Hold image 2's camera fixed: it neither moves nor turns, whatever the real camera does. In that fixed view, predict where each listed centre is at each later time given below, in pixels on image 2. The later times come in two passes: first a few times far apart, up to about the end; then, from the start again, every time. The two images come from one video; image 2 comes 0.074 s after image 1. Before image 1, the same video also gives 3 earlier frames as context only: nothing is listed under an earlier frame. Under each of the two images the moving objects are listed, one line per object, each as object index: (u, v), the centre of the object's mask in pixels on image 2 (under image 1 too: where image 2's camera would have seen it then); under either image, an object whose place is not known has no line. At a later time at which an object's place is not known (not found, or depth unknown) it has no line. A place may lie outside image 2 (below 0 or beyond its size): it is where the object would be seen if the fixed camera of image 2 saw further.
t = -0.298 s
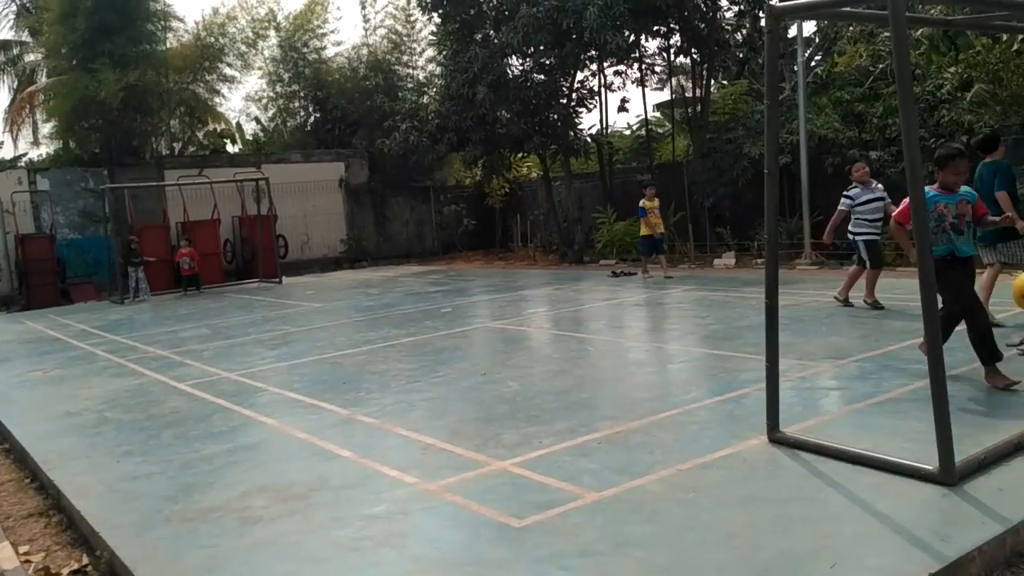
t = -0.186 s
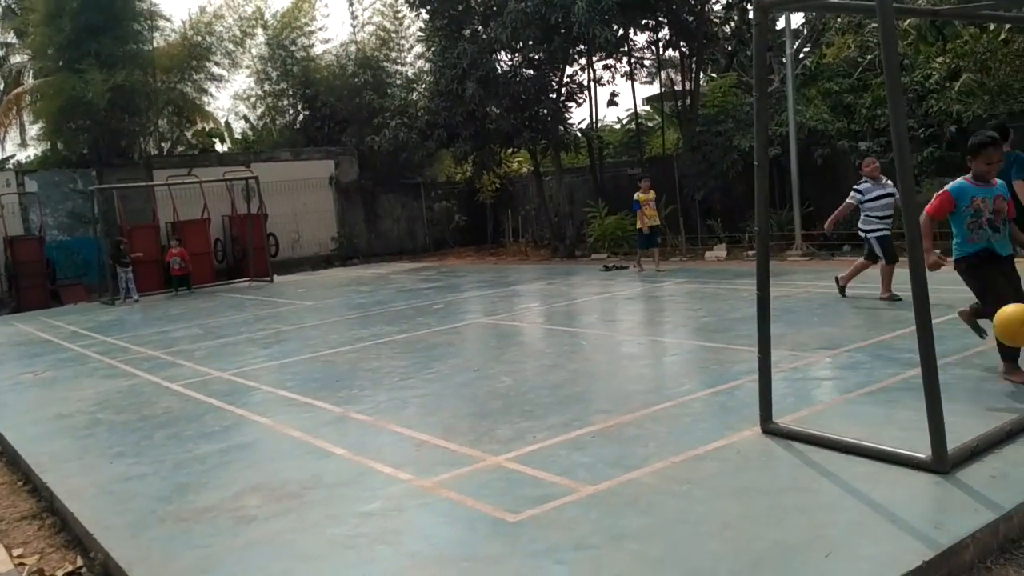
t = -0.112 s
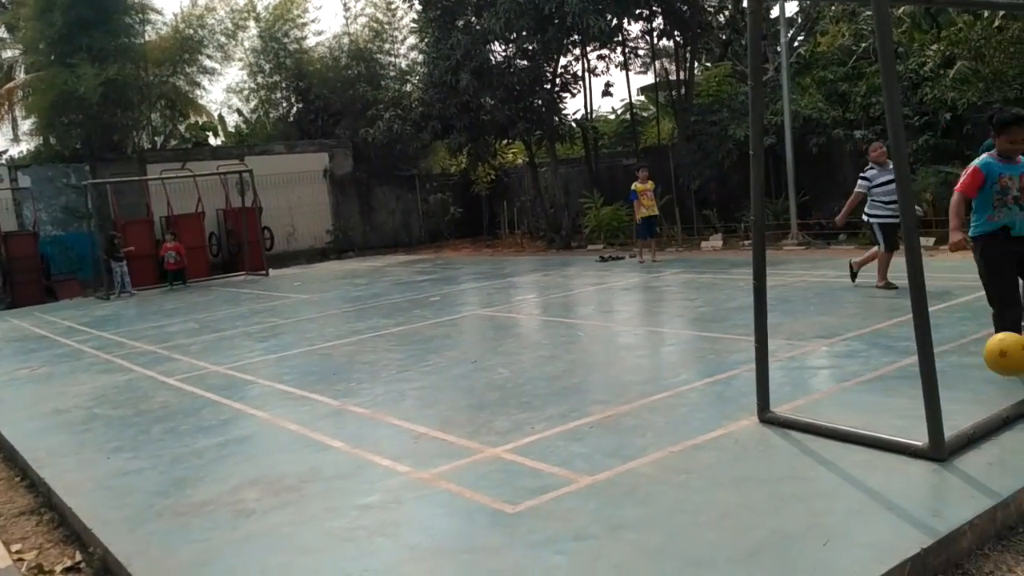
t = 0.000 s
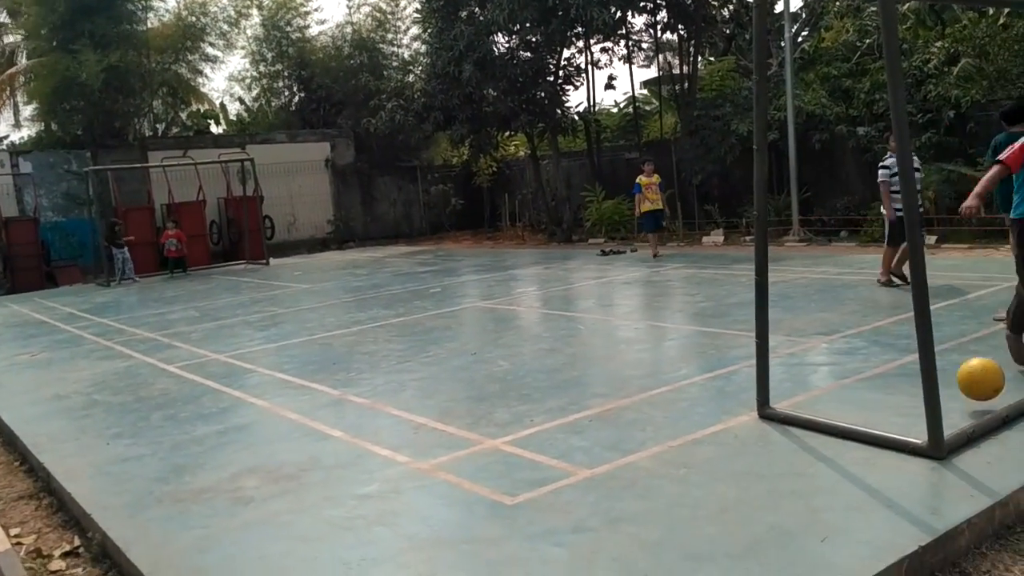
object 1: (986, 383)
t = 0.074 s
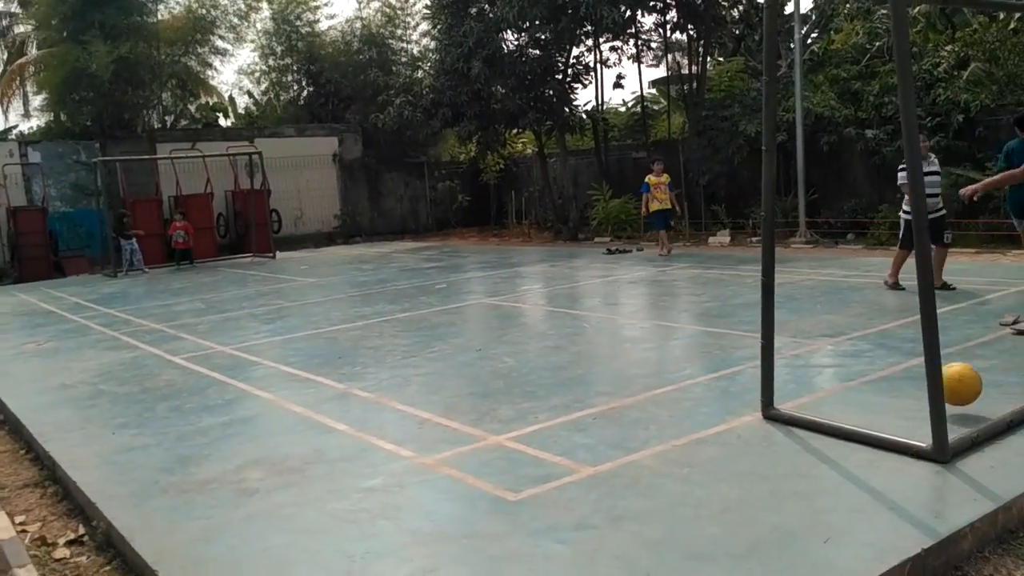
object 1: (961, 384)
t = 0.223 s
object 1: (909, 388)
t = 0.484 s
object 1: (841, 395)
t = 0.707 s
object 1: (792, 392)
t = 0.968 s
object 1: (797, 384)
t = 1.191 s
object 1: (798, 378)
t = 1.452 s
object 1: (803, 372)
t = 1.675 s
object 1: (808, 367)
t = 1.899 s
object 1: (816, 362)
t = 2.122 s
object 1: (823, 358)
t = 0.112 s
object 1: (954, 388)
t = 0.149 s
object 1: (919, 395)
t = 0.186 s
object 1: (914, 390)
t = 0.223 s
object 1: (909, 388)
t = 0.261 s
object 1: (901, 389)
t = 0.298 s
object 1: (891, 393)
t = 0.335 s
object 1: (881, 393)
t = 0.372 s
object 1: (871, 393)
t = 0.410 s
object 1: (861, 394)
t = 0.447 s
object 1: (851, 394)
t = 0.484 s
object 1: (841, 395)
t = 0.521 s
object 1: (832, 395)
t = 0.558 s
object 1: (823, 395)
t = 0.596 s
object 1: (813, 395)
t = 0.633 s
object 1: (804, 394)
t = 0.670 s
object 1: (794, 393)
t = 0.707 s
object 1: (792, 392)
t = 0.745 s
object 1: (795, 391)
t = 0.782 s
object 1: (796, 390)
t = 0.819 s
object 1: (797, 389)
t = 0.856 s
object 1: (797, 387)
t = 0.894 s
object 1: (797, 387)
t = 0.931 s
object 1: (797, 385)
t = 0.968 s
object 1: (797, 384)
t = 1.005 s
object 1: (797, 384)
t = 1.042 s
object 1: (797, 382)
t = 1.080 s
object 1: (797, 381)
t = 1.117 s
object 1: (798, 380)
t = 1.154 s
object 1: (798, 379)
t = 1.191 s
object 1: (798, 378)
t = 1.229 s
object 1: (798, 377)
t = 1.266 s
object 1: (799, 376)
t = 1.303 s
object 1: (800, 375)
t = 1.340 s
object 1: (800, 374)
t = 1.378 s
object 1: (801, 374)
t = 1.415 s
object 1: (802, 372)
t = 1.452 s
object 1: (803, 372)
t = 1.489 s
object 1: (803, 371)
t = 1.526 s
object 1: (804, 370)
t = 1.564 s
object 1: (805, 369)
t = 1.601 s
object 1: (806, 369)
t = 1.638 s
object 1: (807, 367)
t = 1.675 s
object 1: (808, 367)
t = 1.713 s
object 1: (809, 366)
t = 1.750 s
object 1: (810, 365)
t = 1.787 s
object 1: (812, 364)
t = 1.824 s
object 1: (813, 363)
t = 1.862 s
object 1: (814, 362)
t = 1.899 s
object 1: (816, 362)
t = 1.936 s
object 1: (817, 361)
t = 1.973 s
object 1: (819, 361)
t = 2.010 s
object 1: (820, 360)
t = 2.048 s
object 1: (821, 359)
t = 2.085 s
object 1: (822, 358)
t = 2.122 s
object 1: (823, 358)
